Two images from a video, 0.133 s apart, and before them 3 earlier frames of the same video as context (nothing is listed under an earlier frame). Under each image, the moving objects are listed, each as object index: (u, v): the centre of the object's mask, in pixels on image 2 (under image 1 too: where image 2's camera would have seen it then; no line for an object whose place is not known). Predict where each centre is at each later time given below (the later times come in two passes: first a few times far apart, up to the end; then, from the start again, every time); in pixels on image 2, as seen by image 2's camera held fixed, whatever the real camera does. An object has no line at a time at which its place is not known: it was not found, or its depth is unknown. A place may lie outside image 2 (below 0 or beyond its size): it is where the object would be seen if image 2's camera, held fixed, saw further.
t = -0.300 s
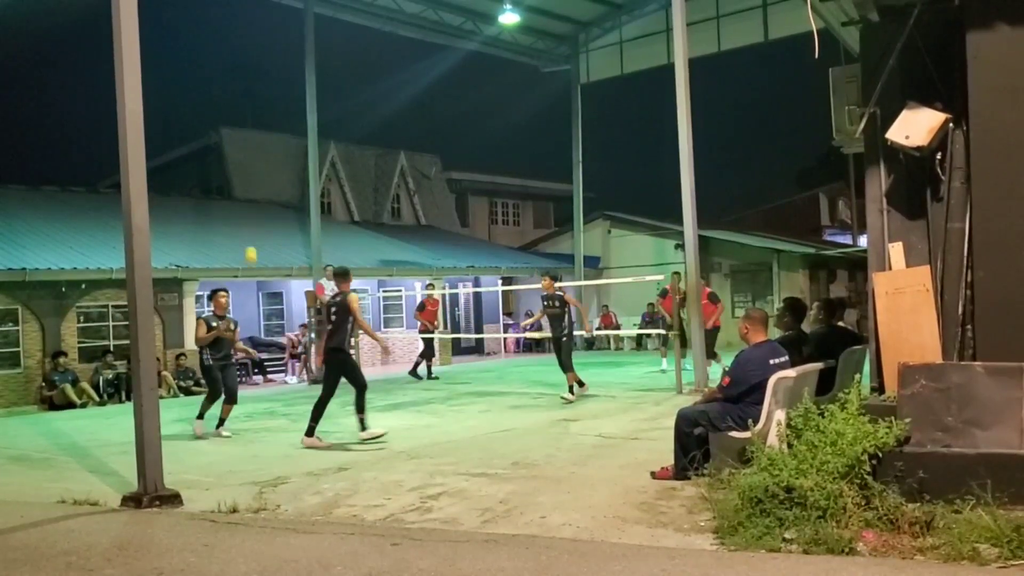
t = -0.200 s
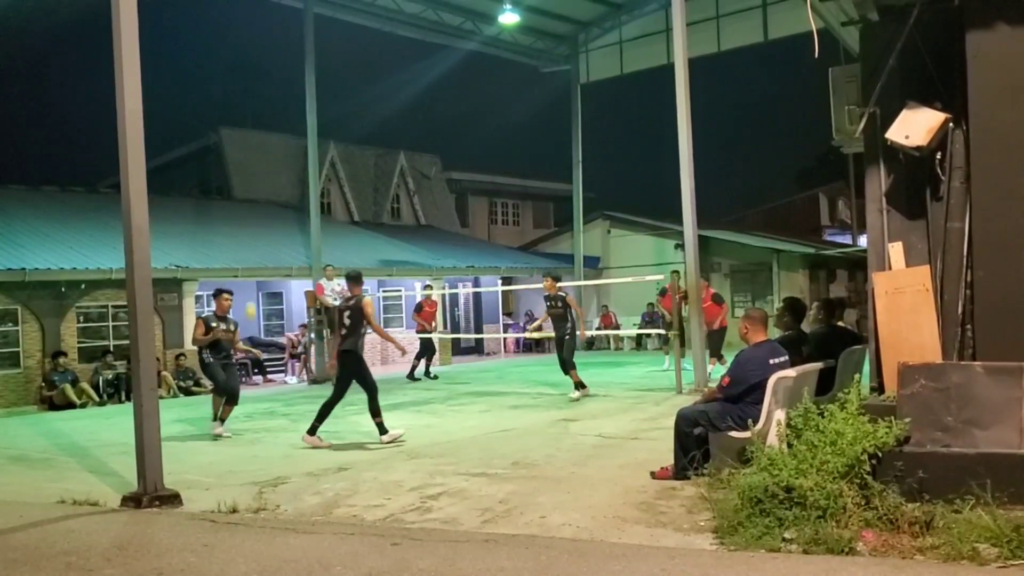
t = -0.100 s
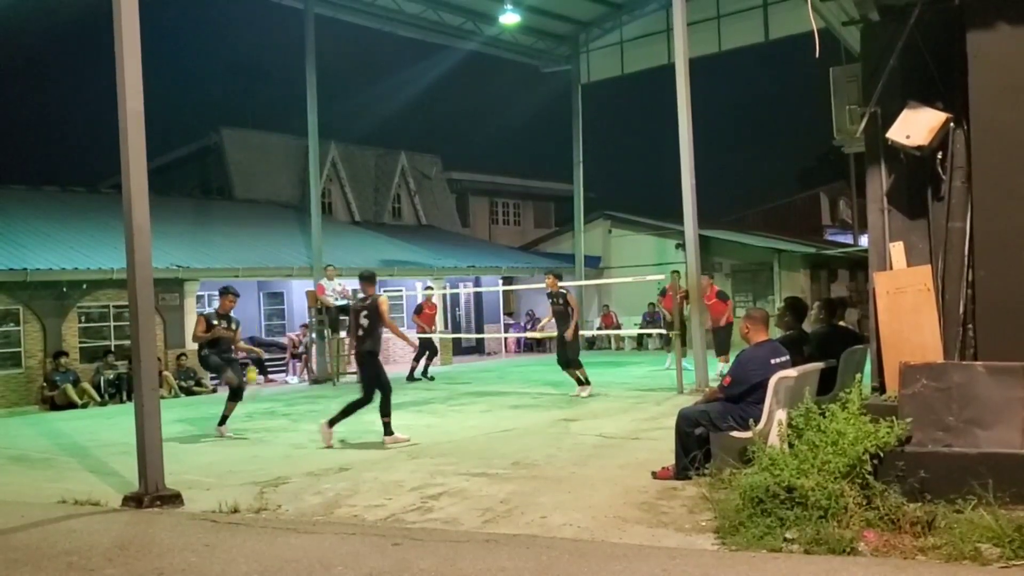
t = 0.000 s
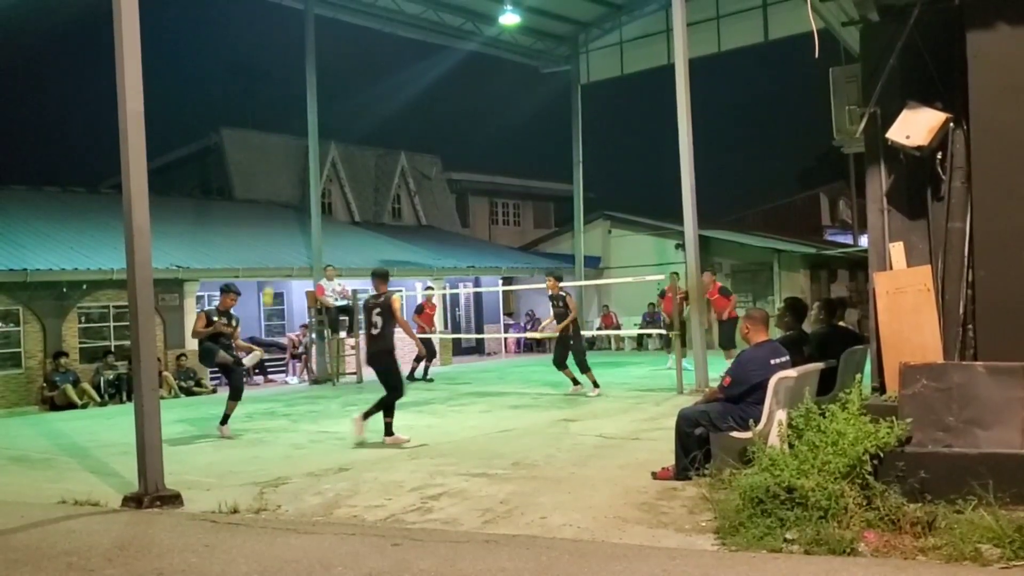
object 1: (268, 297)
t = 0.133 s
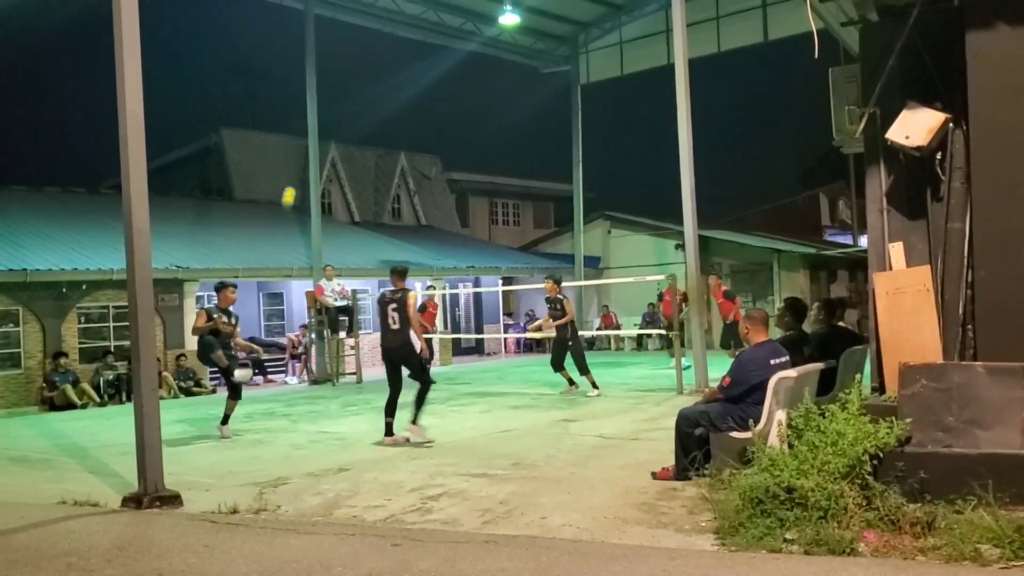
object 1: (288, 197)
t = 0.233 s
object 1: (304, 138)
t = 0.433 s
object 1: (334, 51)
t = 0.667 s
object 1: (368, 0)
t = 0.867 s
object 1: (397, -6)
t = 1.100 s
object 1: (430, 25)
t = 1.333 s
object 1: (462, 95)
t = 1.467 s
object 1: (480, 149)
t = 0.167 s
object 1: (294, 175)
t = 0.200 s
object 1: (298, 156)
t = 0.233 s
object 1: (304, 138)
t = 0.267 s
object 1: (309, 120)
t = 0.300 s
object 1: (314, 104)
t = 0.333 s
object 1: (319, 90)
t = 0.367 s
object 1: (324, 75)
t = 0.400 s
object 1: (329, 63)
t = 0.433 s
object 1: (334, 51)
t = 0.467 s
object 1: (339, 41)
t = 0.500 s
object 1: (344, 32)
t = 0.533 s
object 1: (349, 24)
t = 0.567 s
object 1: (354, 16)
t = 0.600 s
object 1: (359, 9)
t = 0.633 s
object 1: (363, 5)
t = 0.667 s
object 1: (368, 0)
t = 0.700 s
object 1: (373, -3)
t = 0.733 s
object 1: (378, -5)
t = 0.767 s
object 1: (383, -6)
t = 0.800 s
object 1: (388, -7)
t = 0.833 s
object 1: (392, -7)
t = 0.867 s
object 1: (397, -6)
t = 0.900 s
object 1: (402, -5)
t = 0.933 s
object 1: (407, -2)
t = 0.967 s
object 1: (412, 2)
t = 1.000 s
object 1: (416, 7)
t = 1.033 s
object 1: (421, 12)
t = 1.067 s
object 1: (426, 18)
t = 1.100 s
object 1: (430, 25)
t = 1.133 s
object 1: (435, 33)
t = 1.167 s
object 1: (439, 41)
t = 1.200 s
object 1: (444, 51)
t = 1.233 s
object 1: (449, 60)
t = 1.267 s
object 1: (453, 71)
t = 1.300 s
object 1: (458, 83)
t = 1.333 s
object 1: (462, 95)
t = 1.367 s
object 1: (467, 107)
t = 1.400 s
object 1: (471, 121)
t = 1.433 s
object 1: (476, 134)
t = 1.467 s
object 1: (480, 149)
